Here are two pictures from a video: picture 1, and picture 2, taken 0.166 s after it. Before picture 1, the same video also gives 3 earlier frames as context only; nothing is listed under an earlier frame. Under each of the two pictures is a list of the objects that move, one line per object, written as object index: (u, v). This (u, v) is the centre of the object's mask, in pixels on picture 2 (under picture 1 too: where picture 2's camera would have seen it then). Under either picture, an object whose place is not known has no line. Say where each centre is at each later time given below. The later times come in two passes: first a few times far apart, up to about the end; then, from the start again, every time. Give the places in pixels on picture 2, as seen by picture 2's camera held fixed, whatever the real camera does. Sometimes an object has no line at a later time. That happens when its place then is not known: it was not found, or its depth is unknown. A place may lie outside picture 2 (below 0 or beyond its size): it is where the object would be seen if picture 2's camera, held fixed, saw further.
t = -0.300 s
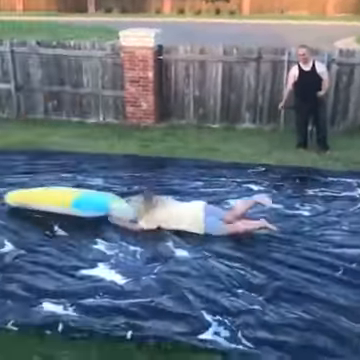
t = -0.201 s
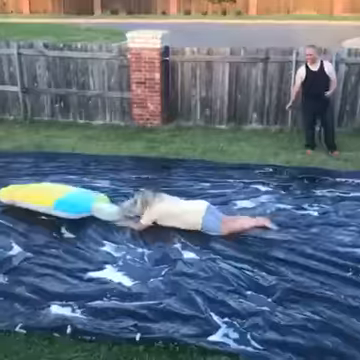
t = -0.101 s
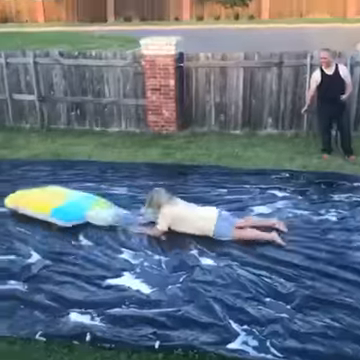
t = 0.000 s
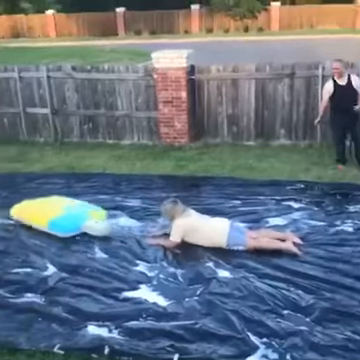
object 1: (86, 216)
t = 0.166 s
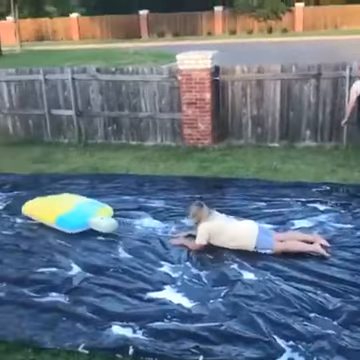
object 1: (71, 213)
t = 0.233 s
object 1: (67, 212)
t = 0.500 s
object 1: (57, 210)
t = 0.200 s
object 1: (69, 212)
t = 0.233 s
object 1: (67, 212)
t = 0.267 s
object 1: (65, 212)
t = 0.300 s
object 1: (63, 211)
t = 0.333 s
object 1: (61, 211)
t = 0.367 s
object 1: (60, 211)
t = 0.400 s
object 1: (59, 210)
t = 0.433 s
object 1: (58, 210)
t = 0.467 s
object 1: (58, 210)
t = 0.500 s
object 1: (57, 210)
